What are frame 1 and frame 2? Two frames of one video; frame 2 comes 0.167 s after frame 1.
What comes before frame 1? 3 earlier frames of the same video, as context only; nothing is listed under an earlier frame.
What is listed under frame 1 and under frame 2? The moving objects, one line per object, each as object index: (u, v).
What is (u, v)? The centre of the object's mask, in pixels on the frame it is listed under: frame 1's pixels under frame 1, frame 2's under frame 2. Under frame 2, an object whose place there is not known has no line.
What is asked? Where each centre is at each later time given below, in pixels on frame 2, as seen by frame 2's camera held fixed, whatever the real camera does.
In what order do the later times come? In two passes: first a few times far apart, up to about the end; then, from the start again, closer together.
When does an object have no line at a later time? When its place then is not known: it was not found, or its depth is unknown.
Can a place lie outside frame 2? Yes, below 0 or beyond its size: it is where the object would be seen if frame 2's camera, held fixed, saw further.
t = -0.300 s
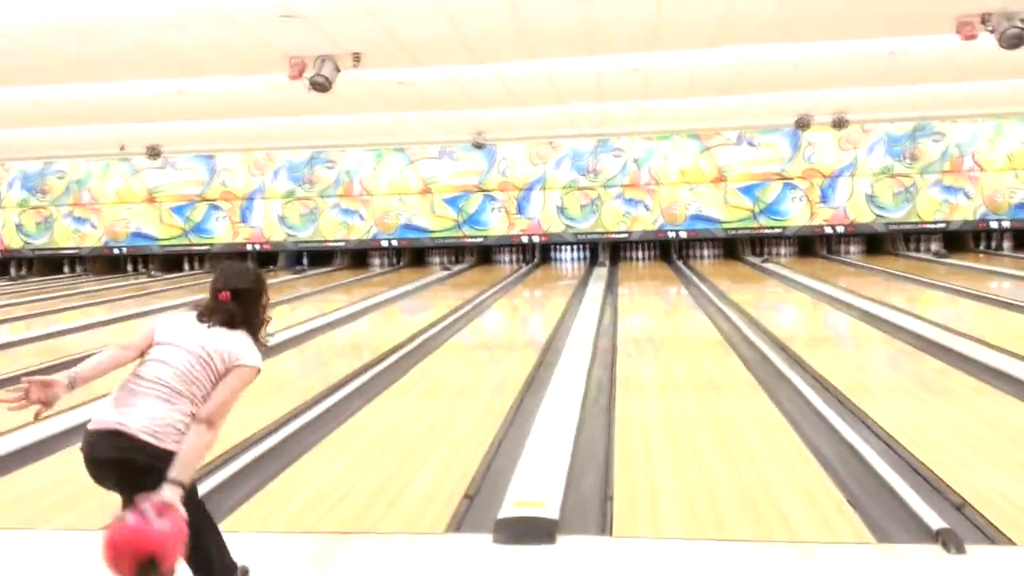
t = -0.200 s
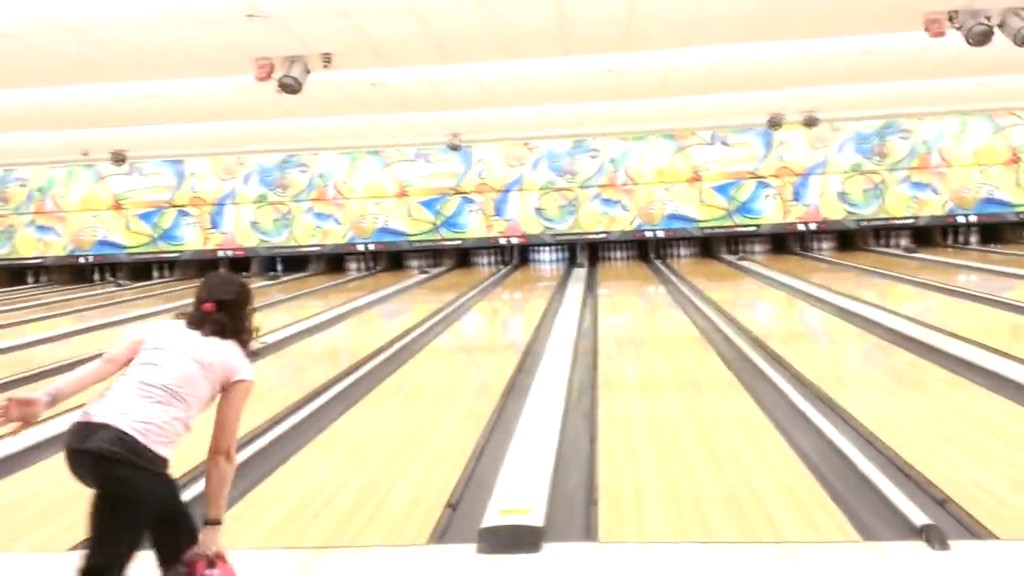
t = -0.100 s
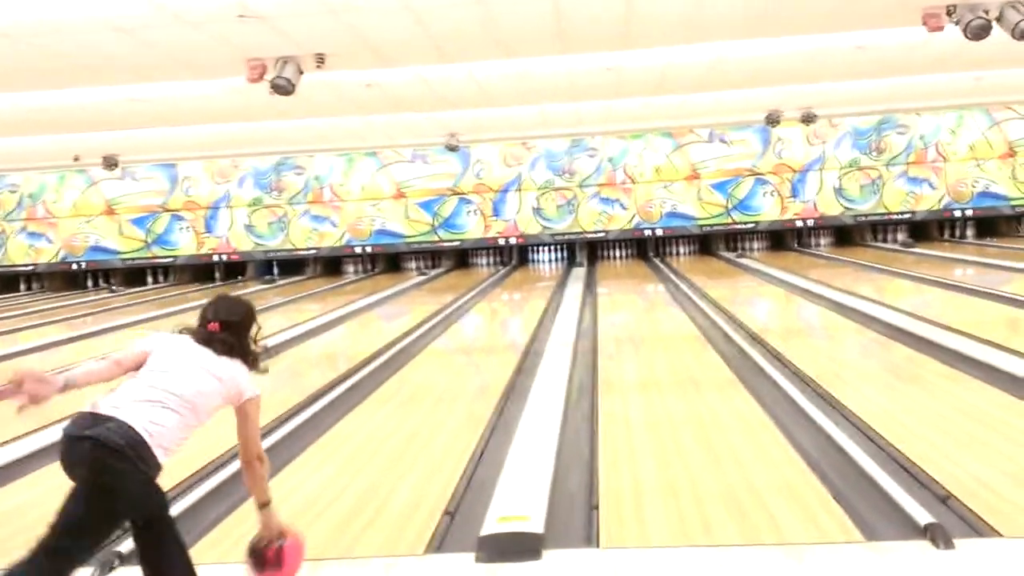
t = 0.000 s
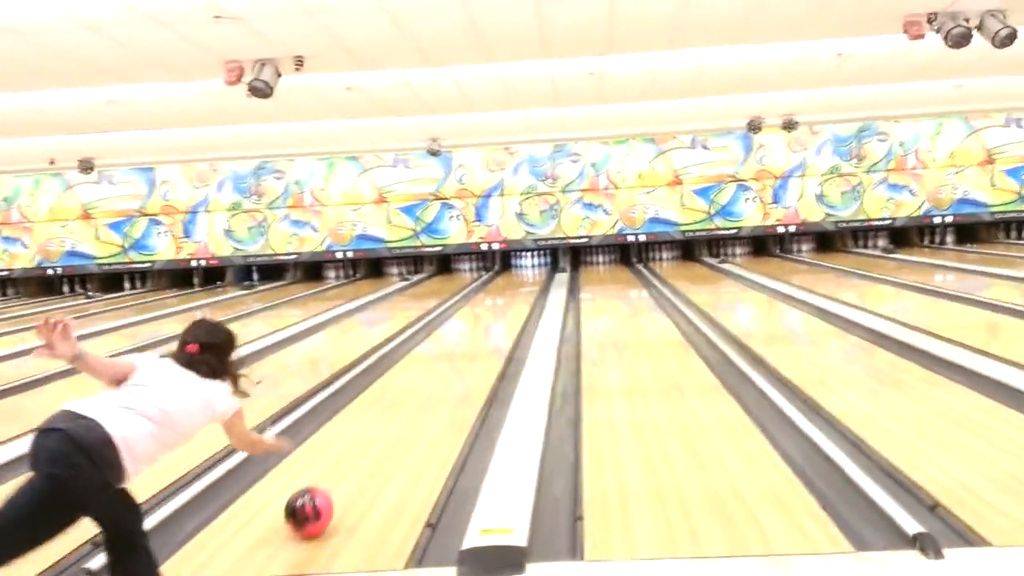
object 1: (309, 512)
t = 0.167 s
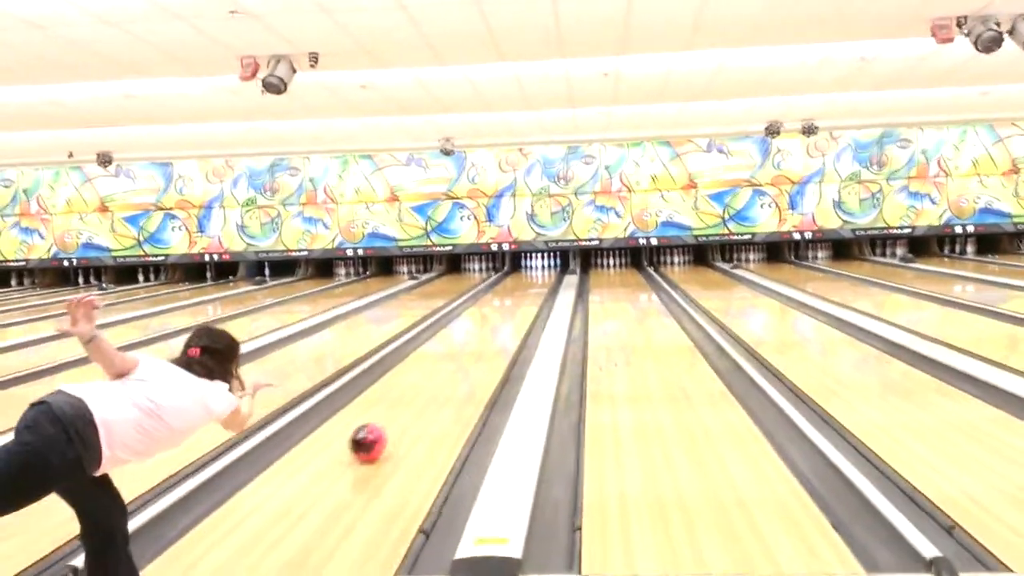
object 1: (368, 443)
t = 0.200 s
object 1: (380, 434)
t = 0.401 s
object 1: (421, 386)
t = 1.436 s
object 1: (505, 298)
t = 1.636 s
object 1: (512, 290)
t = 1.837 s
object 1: (518, 284)
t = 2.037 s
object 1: (522, 280)
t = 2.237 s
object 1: (526, 274)
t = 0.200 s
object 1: (380, 434)
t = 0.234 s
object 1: (389, 426)
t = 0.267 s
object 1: (395, 419)
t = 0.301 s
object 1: (400, 408)
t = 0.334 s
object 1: (409, 400)
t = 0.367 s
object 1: (415, 392)
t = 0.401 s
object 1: (421, 386)
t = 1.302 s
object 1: (499, 304)
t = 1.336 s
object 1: (500, 302)
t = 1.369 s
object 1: (502, 301)
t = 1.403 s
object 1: (504, 299)
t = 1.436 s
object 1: (505, 298)
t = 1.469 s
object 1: (506, 297)
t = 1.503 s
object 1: (507, 296)
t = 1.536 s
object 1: (508, 294)
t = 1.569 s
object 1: (510, 293)
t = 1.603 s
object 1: (511, 292)
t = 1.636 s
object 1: (512, 290)
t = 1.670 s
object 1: (513, 289)
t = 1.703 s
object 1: (515, 288)
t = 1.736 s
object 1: (515, 287)
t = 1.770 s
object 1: (516, 286)
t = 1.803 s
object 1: (517, 285)
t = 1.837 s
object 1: (518, 284)
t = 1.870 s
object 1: (519, 283)
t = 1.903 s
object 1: (520, 283)
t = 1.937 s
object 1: (521, 282)
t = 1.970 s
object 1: (521, 281)
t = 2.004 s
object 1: (522, 280)
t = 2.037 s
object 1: (522, 280)
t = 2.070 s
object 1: (524, 278)
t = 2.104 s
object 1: (525, 277)
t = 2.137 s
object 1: (525, 276)
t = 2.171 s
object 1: (526, 275)
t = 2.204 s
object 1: (526, 275)
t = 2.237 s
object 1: (526, 274)
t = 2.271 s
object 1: (526, 274)
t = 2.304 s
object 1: (527, 273)
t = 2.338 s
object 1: (529, 273)
